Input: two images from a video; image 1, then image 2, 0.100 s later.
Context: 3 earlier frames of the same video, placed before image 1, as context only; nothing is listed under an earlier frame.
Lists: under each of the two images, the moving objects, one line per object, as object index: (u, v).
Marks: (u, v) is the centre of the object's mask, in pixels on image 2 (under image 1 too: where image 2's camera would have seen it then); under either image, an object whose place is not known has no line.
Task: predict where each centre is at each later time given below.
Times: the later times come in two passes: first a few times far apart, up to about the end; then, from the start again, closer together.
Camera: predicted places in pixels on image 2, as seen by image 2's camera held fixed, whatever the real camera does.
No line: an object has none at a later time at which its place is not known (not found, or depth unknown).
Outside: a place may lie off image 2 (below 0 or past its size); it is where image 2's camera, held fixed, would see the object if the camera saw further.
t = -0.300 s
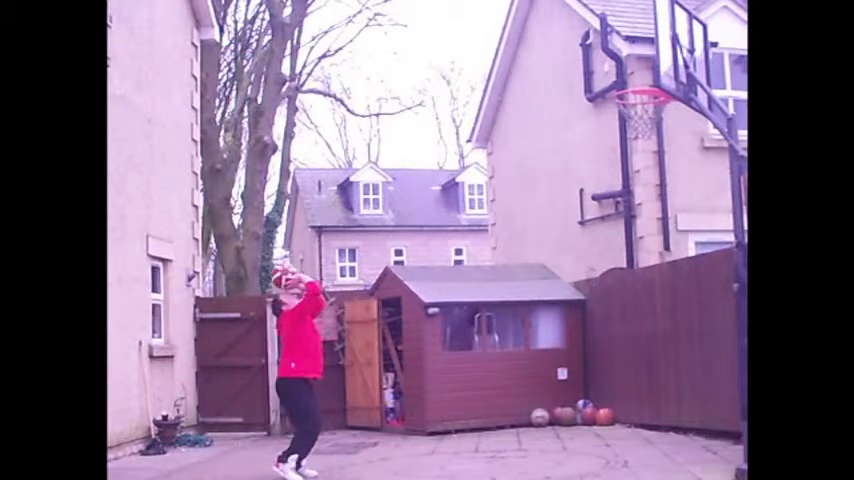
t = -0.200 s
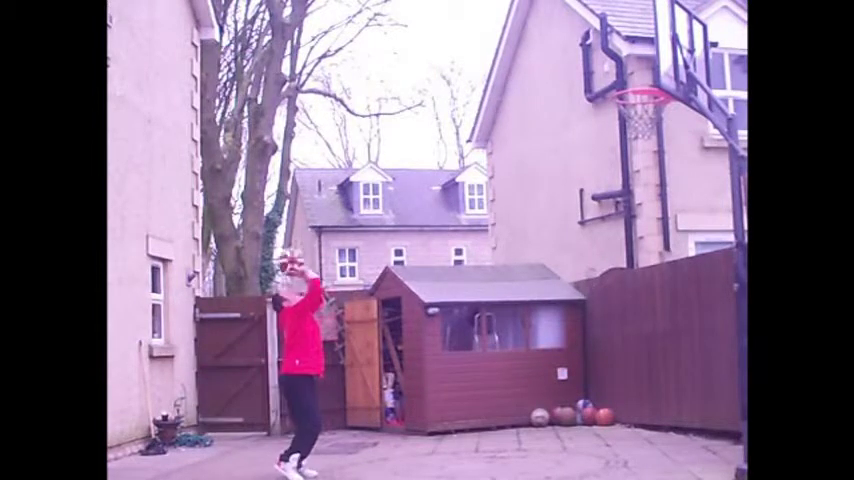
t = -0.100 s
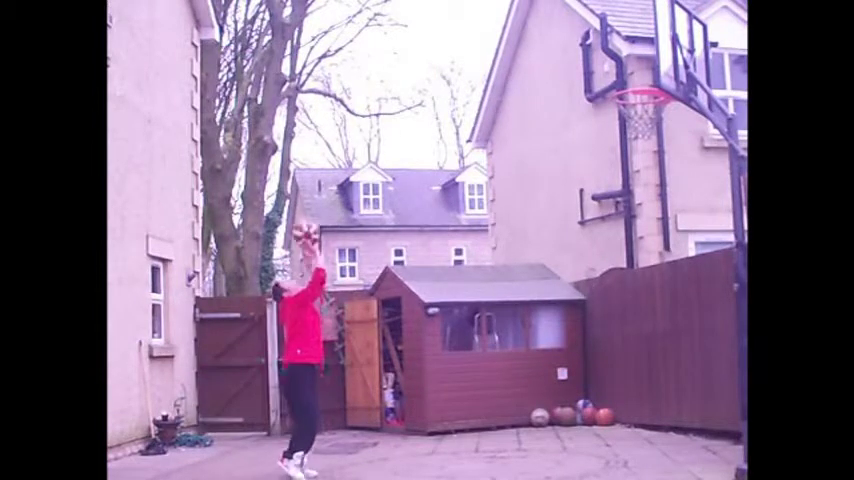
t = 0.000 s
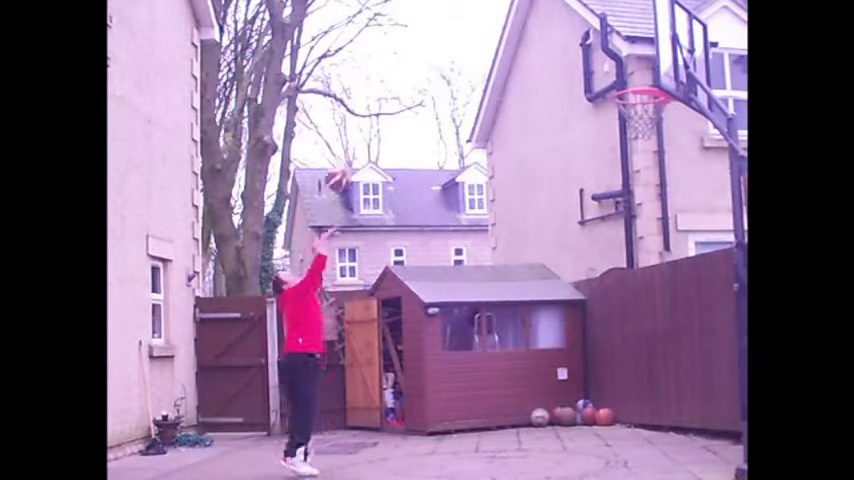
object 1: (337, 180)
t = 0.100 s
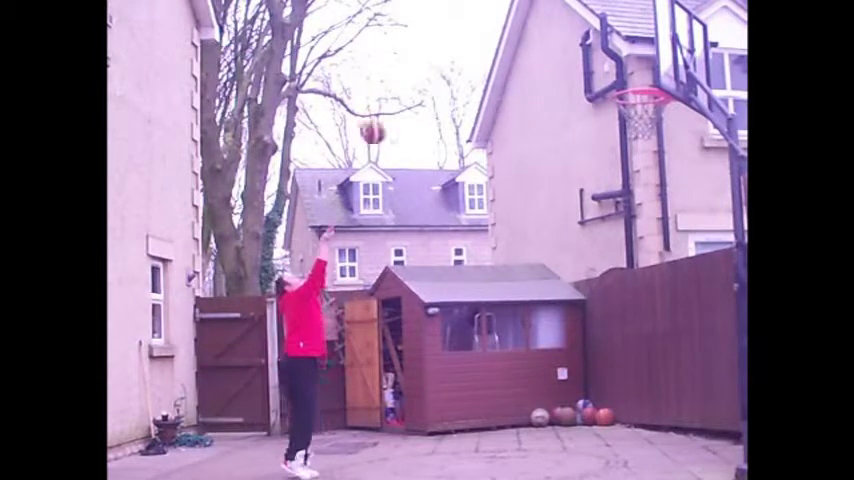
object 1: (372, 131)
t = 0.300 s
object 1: (444, 71)
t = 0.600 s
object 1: (557, 60)
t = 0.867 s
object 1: (628, 79)
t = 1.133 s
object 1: (653, 110)
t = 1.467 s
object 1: (639, 125)
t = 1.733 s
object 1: (645, 131)
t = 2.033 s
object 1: (645, 196)
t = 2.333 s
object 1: (648, 370)
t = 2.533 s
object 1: (638, 412)
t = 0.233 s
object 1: (420, 86)
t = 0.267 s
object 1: (432, 77)
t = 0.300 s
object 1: (444, 71)
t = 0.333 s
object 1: (456, 64)
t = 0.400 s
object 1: (481, 56)
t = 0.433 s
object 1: (494, 53)
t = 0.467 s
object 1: (506, 50)
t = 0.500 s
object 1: (518, 51)
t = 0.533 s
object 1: (531, 53)
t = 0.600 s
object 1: (557, 60)
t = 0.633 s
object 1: (570, 64)
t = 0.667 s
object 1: (583, 69)
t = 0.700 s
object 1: (597, 76)
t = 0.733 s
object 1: (611, 84)
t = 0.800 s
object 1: (620, 81)
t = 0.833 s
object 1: (625, 78)
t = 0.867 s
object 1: (628, 79)
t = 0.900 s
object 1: (633, 79)
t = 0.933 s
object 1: (638, 79)
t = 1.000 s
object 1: (647, 95)
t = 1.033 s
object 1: (650, 97)
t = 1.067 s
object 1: (649, 103)
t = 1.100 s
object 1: (651, 106)
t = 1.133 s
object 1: (653, 110)
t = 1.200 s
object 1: (653, 113)
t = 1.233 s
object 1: (651, 112)
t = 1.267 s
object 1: (649, 112)
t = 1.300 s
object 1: (646, 113)
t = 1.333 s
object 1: (644, 115)
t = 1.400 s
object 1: (640, 120)
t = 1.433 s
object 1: (639, 124)
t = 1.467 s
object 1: (639, 125)
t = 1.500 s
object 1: (639, 126)
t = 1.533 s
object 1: (639, 126)
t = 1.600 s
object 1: (642, 128)
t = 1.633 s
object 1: (643, 128)
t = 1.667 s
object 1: (645, 129)
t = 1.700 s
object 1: (646, 131)
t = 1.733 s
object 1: (645, 131)
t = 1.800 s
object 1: (645, 137)
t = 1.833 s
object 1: (645, 142)
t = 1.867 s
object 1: (644, 147)
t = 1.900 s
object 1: (644, 156)
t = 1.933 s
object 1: (644, 165)
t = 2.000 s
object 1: (644, 183)
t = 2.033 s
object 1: (645, 196)
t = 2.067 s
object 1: (645, 209)
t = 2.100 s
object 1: (645, 225)
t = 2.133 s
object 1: (645, 242)
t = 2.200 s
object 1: (646, 278)
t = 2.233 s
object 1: (645, 299)
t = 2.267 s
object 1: (646, 321)
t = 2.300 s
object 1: (647, 345)
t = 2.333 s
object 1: (648, 370)
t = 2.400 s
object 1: (647, 426)
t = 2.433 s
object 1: (649, 455)
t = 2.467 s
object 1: (647, 456)
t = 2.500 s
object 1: (643, 433)
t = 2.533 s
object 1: (638, 412)
